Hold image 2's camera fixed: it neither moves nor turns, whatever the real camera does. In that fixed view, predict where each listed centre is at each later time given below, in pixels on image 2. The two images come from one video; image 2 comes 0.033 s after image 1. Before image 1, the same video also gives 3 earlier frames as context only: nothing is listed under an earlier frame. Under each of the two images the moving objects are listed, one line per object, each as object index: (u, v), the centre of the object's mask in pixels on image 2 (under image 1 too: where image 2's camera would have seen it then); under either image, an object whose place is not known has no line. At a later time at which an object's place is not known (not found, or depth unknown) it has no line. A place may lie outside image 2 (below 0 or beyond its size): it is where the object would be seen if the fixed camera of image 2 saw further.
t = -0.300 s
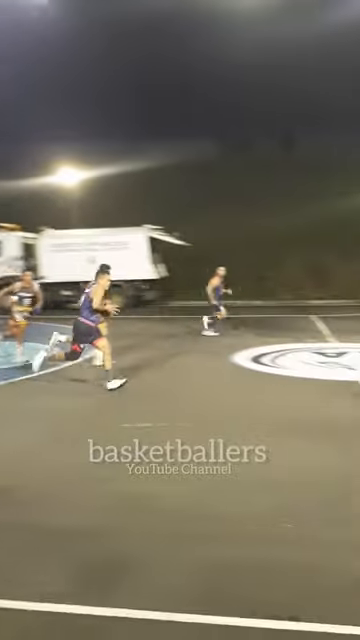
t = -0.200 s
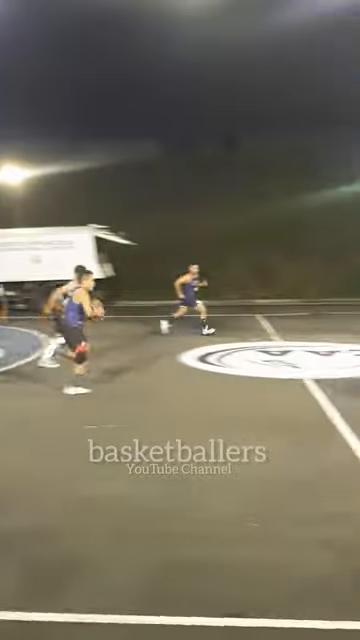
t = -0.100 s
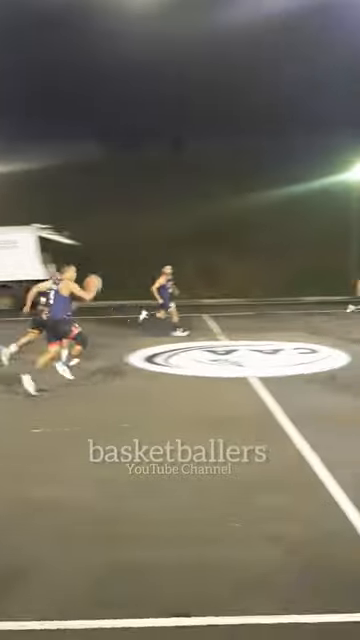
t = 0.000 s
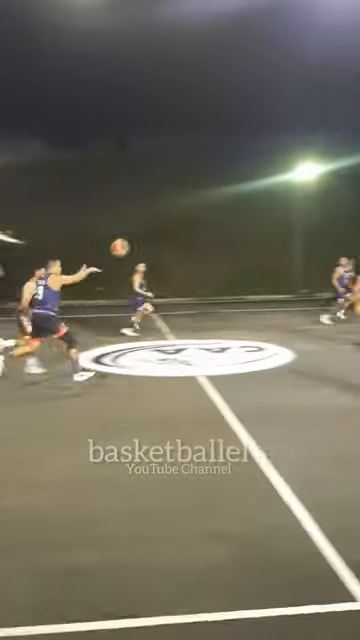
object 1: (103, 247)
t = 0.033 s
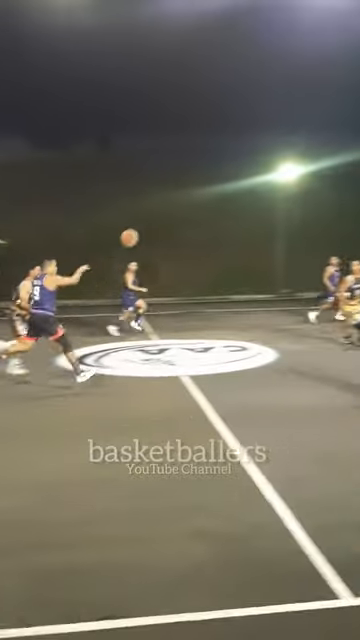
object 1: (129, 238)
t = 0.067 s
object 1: (153, 229)
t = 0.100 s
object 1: (177, 221)
